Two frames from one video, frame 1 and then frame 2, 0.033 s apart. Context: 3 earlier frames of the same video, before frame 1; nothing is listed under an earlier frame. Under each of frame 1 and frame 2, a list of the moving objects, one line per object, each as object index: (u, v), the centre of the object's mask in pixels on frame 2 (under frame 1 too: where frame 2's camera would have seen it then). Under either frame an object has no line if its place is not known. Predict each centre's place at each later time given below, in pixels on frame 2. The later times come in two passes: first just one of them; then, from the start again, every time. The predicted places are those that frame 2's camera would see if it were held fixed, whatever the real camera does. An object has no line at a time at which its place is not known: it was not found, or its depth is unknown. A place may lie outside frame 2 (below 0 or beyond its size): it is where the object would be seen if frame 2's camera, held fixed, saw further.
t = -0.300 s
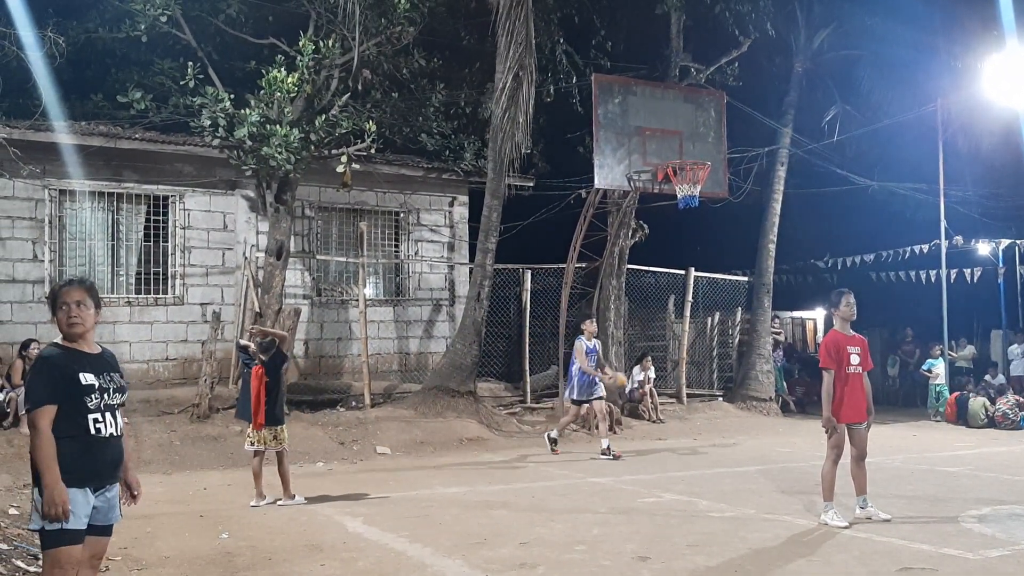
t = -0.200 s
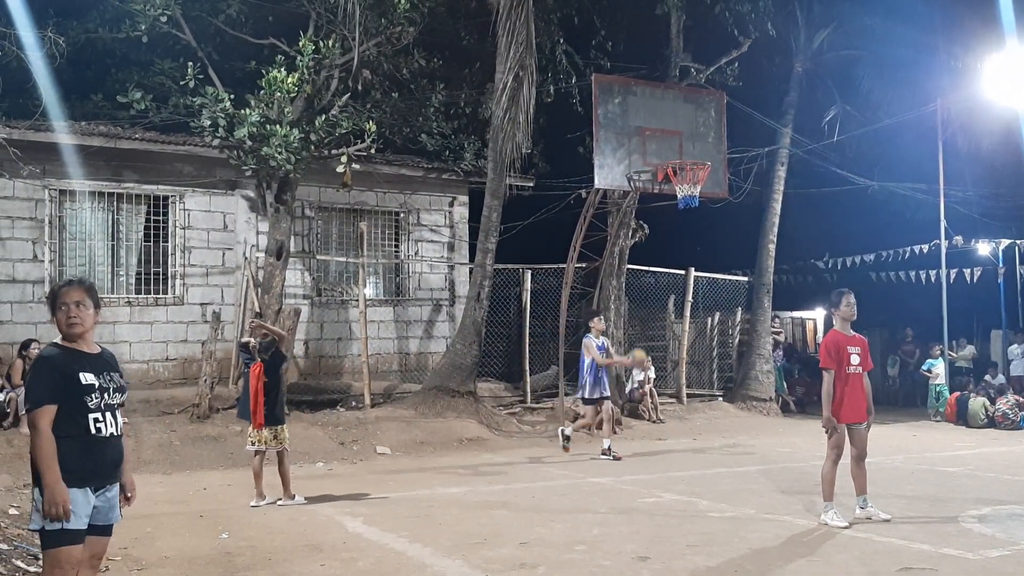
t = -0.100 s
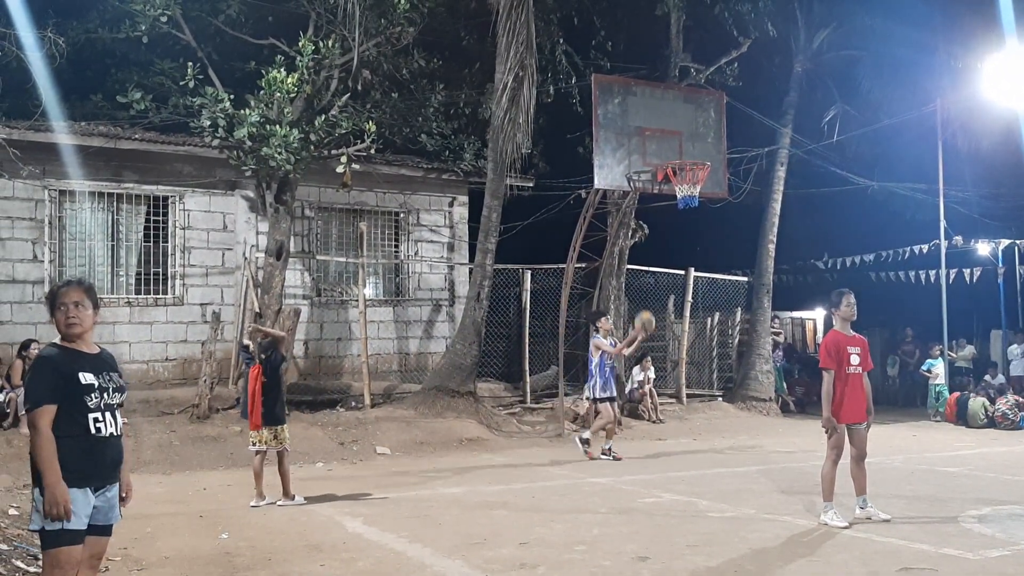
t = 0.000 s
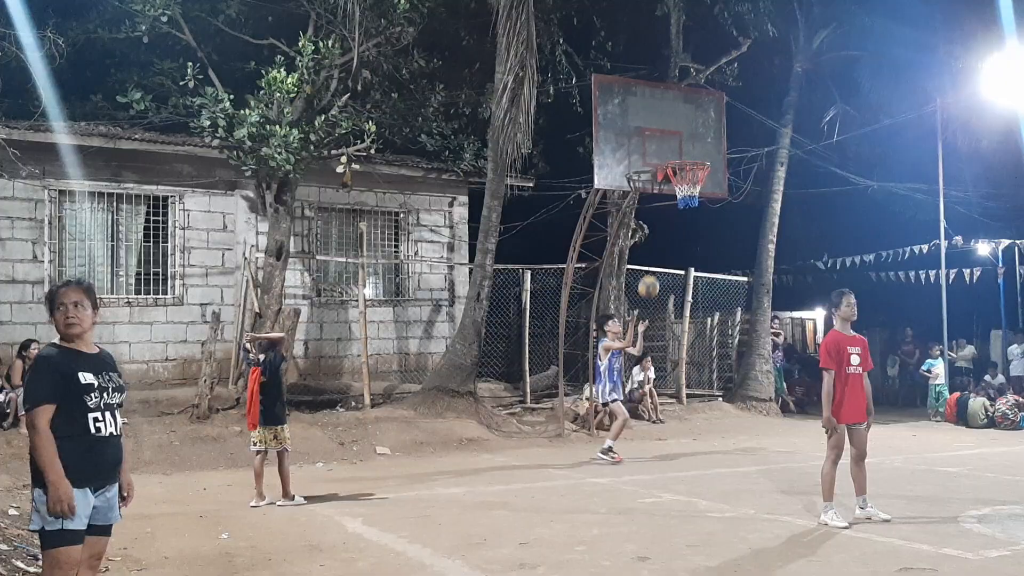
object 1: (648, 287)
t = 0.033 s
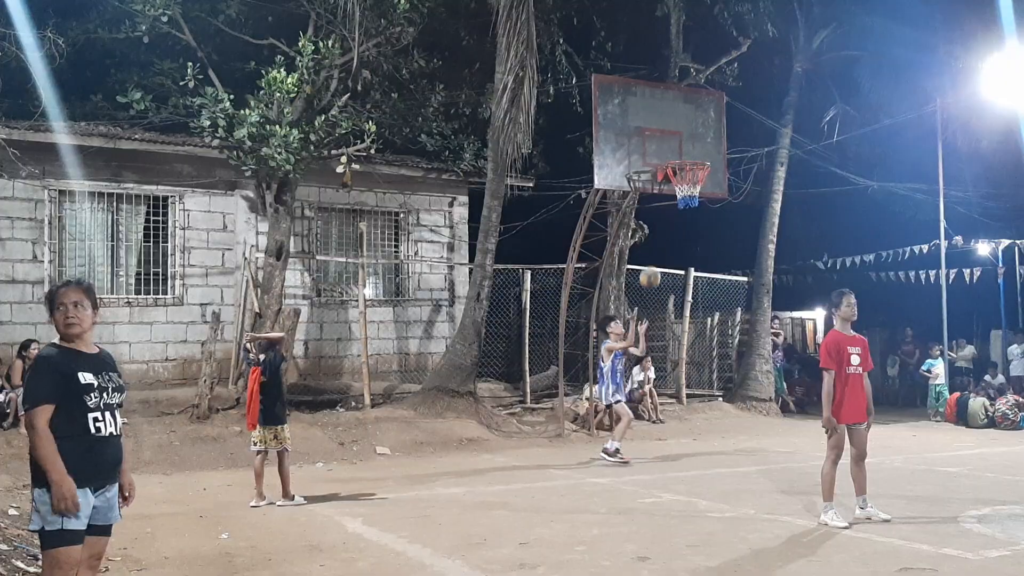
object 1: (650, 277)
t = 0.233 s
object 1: (658, 239)
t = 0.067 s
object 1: (652, 268)
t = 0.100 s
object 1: (653, 259)
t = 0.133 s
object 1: (654, 253)
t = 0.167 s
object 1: (655, 247)
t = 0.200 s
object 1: (657, 243)
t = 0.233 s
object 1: (658, 239)
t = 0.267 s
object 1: (661, 236)
